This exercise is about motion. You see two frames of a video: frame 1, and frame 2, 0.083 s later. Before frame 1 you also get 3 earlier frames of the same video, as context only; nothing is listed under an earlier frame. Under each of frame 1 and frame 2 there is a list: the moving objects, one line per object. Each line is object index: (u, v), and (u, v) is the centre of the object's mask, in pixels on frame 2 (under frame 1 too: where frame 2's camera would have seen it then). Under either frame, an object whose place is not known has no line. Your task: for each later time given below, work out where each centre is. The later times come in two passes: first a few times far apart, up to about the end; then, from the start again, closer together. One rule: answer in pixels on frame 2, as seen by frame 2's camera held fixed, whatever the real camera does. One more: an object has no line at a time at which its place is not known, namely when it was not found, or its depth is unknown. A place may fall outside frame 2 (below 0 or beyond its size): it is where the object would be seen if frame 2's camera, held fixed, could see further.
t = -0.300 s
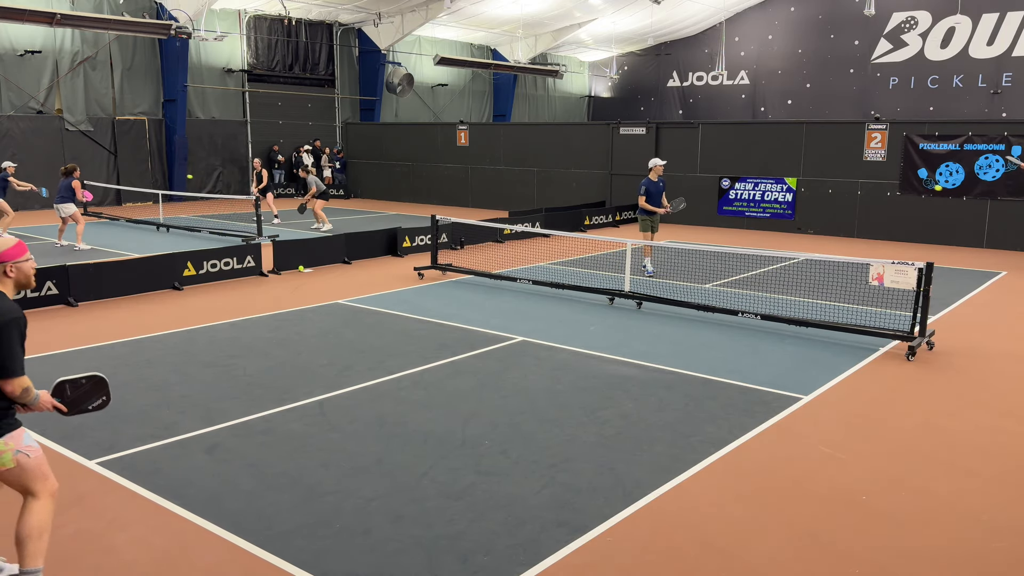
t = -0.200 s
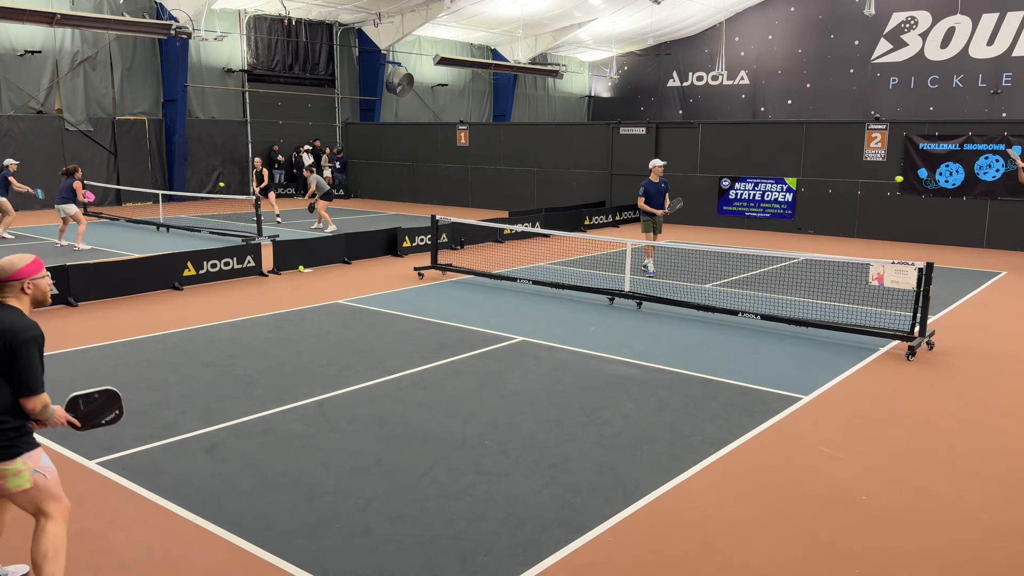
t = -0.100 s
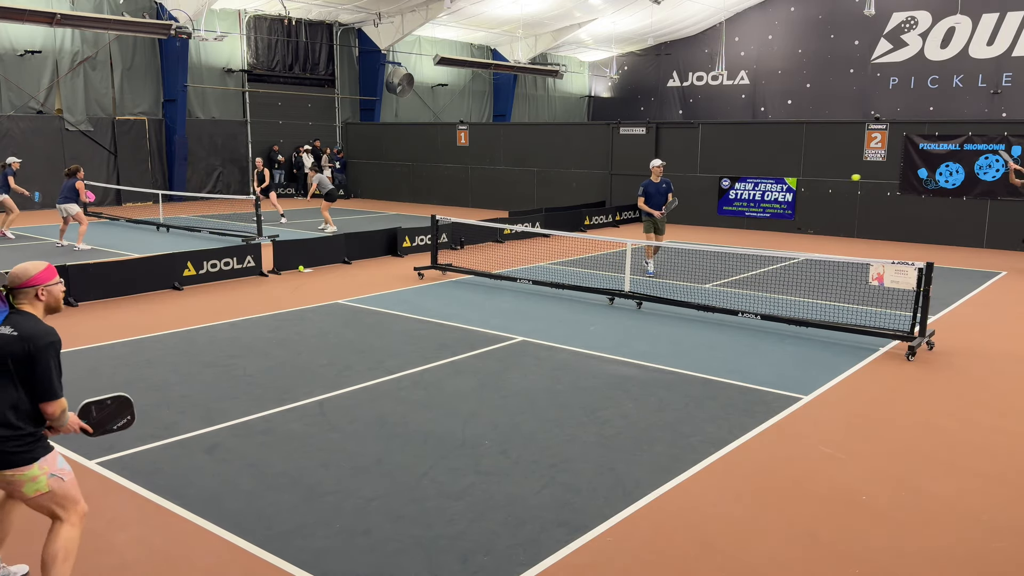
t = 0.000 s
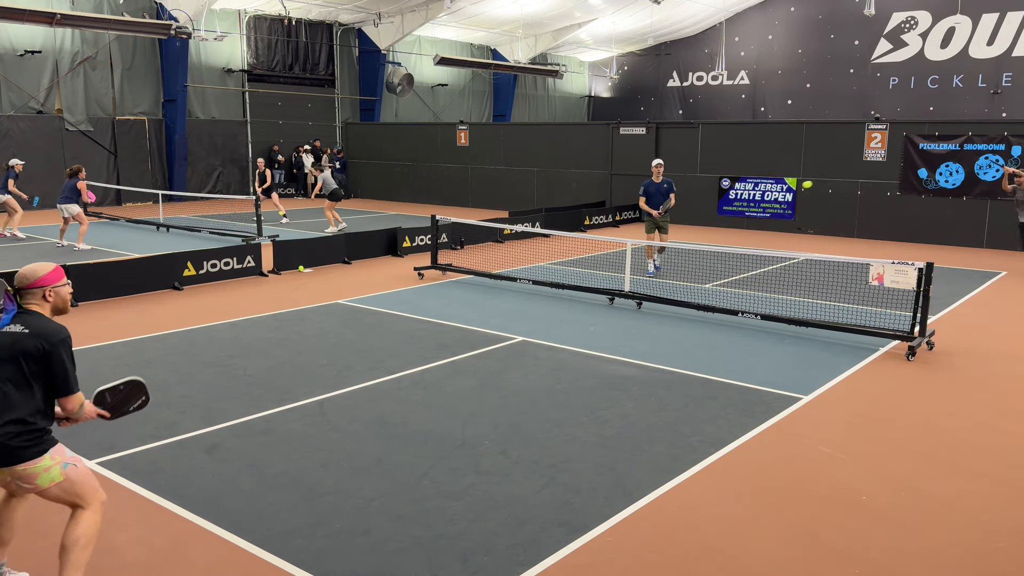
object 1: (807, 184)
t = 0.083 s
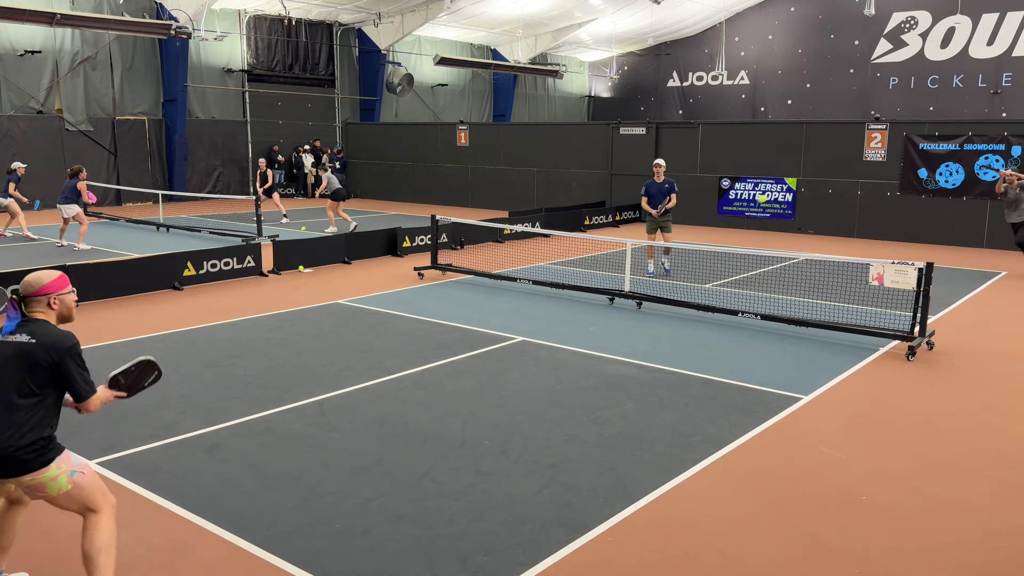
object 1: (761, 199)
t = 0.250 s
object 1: (659, 253)
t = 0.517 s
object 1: (456, 427)
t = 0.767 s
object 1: (321, 386)
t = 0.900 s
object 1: (230, 407)
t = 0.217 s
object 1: (681, 239)
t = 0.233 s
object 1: (670, 247)
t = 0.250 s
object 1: (659, 253)
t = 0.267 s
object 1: (648, 261)
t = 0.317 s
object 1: (613, 288)
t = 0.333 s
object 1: (601, 297)
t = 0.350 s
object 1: (589, 307)
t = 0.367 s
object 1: (576, 318)
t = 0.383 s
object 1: (564, 329)
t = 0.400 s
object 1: (551, 341)
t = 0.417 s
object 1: (537, 354)
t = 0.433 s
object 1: (523, 366)
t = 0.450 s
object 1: (509, 381)
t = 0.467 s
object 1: (495, 395)
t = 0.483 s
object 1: (481, 410)
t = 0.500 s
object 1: (465, 426)
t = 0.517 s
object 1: (456, 427)
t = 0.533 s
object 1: (448, 422)
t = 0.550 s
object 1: (440, 417)
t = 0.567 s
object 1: (432, 412)
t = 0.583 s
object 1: (424, 408)
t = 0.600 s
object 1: (415, 404)
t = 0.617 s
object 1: (407, 400)
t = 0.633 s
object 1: (398, 397)
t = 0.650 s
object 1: (389, 394)
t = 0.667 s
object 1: (380, 392)
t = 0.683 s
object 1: (371, 390)
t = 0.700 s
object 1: (361, 388)
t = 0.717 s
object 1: (352, 387)
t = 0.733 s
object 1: (341, 386)
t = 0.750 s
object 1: (331, 386)
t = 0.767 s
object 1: (321, 386)
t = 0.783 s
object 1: (310, 387)
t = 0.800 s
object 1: (300, 388)
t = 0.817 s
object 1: (288, 390)
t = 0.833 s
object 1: (277, 392)
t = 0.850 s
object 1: (266, 395)
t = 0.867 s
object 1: (254, 398)
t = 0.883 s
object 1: (242, 402)
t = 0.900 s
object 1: (230, 407)
